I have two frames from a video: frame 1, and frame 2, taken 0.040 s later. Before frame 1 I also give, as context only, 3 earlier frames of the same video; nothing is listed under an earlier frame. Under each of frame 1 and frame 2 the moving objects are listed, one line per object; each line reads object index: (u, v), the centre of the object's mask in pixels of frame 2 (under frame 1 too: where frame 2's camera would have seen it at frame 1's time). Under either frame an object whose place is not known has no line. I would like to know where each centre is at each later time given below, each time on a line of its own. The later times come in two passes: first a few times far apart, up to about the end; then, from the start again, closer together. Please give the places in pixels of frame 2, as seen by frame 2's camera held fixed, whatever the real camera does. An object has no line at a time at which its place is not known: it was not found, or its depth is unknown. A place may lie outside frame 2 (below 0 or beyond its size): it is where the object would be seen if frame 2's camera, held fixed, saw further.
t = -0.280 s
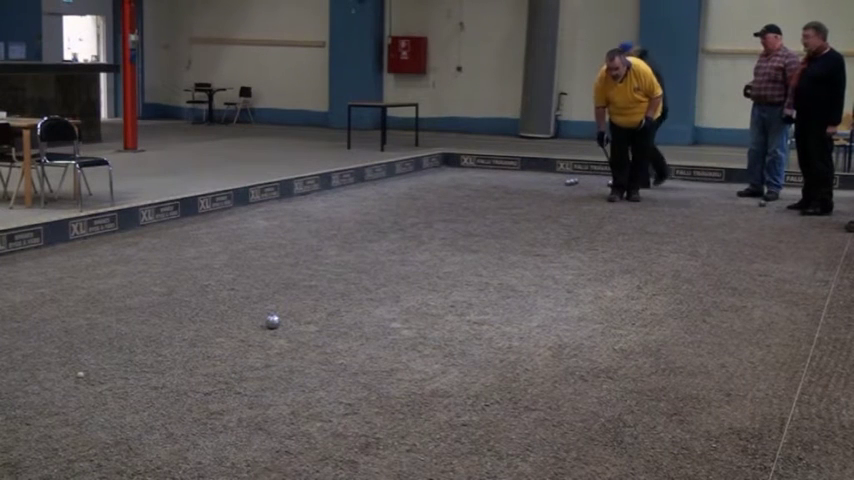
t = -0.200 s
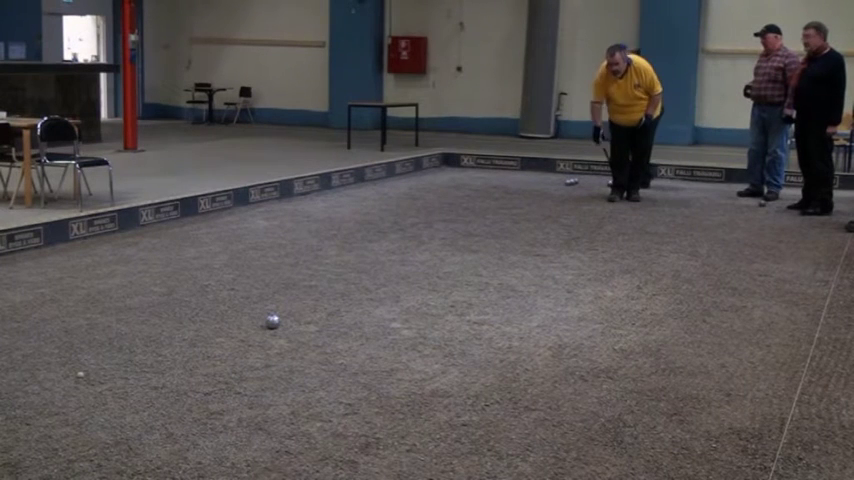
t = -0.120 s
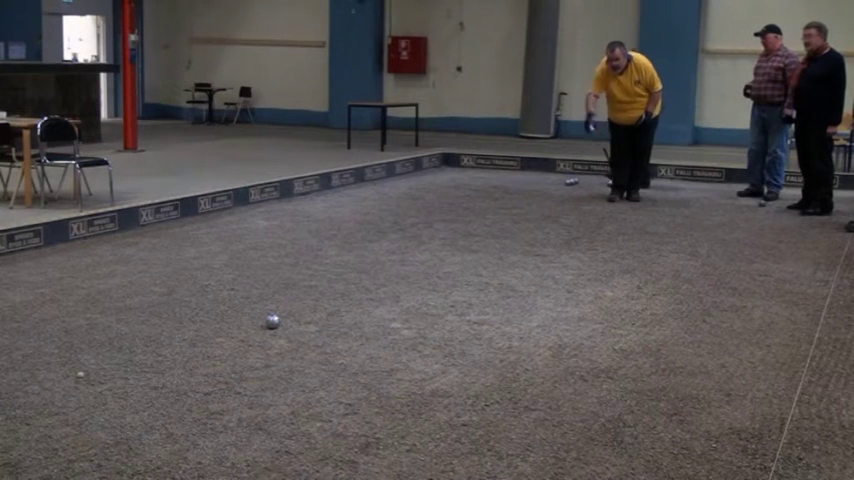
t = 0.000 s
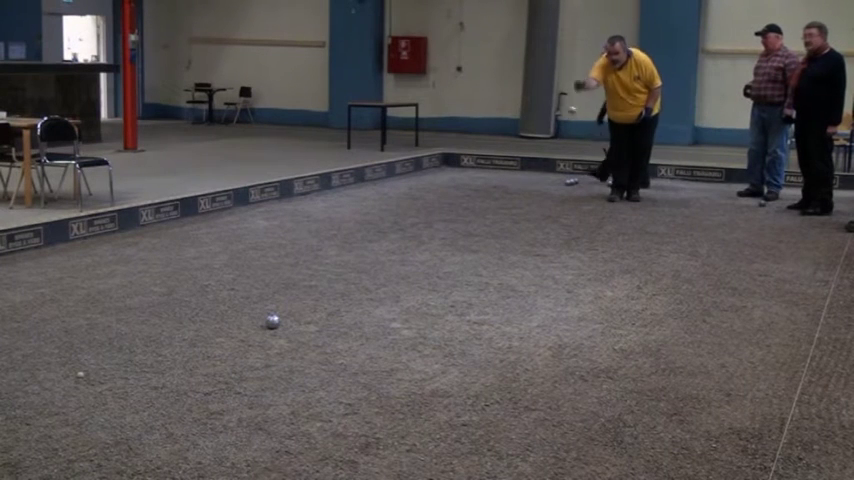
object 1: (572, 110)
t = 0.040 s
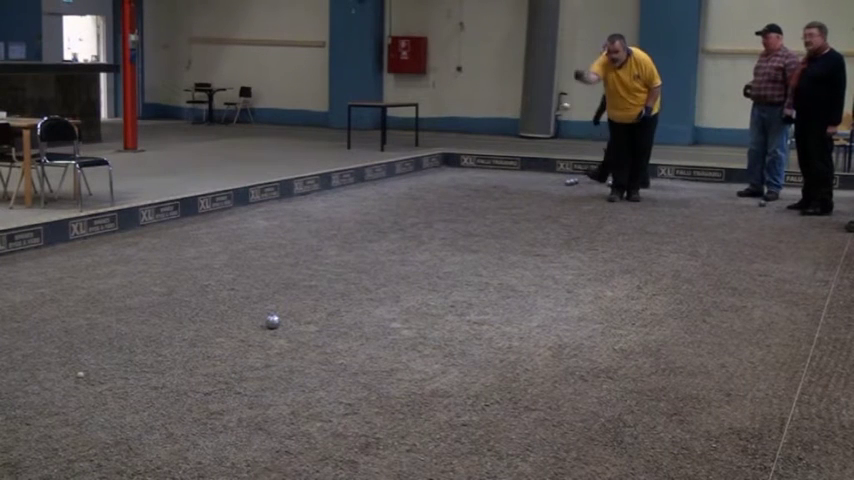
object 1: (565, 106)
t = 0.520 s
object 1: (457, 227)
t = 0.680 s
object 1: (415, 255)
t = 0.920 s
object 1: (357, 274)
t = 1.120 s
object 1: (314, 286)
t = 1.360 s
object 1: (262, 300)
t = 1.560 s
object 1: (221, 310)
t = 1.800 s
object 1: (179, 323)
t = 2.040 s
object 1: (142, 333)
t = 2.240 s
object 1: (117, 341)
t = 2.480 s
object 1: (92, 348)
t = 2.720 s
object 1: (76, 354)
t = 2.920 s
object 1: (71, 353)
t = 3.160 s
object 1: (70, 353)
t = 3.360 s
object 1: (71, 353)
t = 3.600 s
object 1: (71, 353)
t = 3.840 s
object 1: (71, 353)
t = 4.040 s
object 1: (71, 353)
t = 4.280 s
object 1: (71, 353)
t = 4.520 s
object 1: (71, 353)
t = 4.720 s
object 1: (71, 353)
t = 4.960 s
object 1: (71, 353)
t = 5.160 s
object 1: (71, 353)
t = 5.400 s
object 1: (71, 353)
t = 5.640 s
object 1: (71, 353)
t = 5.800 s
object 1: (71, 353)
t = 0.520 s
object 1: (457, 227)
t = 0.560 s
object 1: (445, 248)
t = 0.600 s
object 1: (435, 249)
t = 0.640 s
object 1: (425, 249)
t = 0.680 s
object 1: (415, 255)
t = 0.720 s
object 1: (404, 261)
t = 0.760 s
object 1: (394, 263)
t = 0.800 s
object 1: (385, 266)
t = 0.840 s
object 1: (375, 269)
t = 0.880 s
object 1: (366, 271)
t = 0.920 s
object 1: (357, 274)
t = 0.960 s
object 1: (348, 276)
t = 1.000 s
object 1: (340, 276)
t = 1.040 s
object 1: (331, 280)
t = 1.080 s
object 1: (321, 284)
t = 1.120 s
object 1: (314, 286)
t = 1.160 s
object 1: (305, 289)
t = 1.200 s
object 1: (297, 291)
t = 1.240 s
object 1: (288, 292)
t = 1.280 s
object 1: (280, 296)
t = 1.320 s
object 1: (271, 297)
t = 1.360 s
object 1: (262, 300)
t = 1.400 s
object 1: (253, 302)
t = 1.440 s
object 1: (245, 305)
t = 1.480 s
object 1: (236, 306)
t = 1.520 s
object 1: (228, 309)
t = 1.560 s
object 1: (221, 310)
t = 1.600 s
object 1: (214, 313)
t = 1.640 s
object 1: (206, 315)
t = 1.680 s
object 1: (199, 317)
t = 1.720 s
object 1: (192, 319)
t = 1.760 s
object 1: (185, 320)
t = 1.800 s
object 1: (179, 323)
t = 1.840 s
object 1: (173, 324)
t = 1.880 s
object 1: (166, 327)
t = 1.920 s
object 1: (160, 328)
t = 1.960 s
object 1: (154, 330)
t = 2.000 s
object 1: (148, 332)
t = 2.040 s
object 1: (142, 333)
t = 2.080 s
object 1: (137, 335)
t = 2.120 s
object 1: (132, 336)
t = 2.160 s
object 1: (127, 338)
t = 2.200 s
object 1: (122, 339)
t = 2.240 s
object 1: (117, 341)
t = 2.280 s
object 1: (113, 343)
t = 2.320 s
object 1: (108, 343)
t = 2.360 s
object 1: (105, 345)
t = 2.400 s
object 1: (100, 345)
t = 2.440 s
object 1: (96, 347)
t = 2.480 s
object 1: (92, 348)
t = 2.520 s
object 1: (88, 349)
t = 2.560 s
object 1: (86, 351)
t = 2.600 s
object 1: (83, 352)
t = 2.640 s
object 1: (81, 354)
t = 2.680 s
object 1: (79, 354)
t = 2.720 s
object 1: (76, 354)
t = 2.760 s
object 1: (74, 354)
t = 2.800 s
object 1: (73, 354)
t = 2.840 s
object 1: (72, 354)
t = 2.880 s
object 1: (71, 353)
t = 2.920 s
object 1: (71, 353)
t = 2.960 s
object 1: (71, 353)
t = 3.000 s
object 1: (71, 353)
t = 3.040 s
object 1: (71, 353)
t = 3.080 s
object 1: (72, 353)
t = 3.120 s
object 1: (70, 353)
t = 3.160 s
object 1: (70, 353)
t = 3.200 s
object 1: (71, 353)
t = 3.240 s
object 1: (71, 353)
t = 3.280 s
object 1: (71, 353)
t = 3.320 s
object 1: (71, 353)
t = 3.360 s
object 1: (71, 353)
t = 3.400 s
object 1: (71, 353)
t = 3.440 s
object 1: (71, 353)
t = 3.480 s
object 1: (71, 353)
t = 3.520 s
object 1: (71, 353)
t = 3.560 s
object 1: (71, 353)
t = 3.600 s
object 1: (71, 353)
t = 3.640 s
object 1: (71, 353)
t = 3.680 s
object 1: (71, 353)
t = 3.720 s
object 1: (71, 353)
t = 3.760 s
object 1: (71, 353)
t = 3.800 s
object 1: (71, 353)
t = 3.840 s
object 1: (71, 353)
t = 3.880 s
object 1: (71, 353)
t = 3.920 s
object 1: (71, 353)
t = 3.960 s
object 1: (71, 353)
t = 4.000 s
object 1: (71, 353)
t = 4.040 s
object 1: (71, 353)
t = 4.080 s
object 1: (71, 353)
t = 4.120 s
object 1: (71, 353)
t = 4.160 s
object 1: (71, 353)
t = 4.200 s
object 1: (71, 353)
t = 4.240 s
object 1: (71, 353)
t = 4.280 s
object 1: (71, 353)
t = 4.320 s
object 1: (71, 353)
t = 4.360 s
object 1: (71, 353)
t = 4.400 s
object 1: (71, 353)
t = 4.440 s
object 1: (71, 353)
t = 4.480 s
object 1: (71, 353)
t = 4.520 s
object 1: (71, 353)
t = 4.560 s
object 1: (71, 353)
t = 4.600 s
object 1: (71, 353)
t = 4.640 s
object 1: (71, 353)
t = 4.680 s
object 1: (71, 353)
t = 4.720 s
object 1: (71, 353)
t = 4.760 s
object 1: (71, 353)
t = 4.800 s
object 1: (71, 353)
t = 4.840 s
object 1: (71, 353)
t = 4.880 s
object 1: (71, 353)
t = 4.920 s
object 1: (71, 353)
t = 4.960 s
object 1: (71, 353)
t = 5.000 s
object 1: (71, 353)
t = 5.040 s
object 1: (71, 353)
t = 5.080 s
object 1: (71, 353)
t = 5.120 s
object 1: (71, 353)
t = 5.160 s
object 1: (71, 353)
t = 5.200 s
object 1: (71, 353)
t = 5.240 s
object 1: (71, 353)
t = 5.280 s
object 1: (71, 353)
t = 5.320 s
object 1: (71, 353)
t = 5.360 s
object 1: (71, 353)
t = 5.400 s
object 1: (71, 353)
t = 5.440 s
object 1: (71, 353)
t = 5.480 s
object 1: (71, 353)
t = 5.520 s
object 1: (71, 353)
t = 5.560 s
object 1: (71, 353)
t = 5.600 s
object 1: (71, 353)
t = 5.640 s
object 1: (71, 353)
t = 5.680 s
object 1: (71, 353)
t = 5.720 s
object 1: (71, 353)
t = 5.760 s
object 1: (71, 353)
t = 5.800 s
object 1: (71, 353)
